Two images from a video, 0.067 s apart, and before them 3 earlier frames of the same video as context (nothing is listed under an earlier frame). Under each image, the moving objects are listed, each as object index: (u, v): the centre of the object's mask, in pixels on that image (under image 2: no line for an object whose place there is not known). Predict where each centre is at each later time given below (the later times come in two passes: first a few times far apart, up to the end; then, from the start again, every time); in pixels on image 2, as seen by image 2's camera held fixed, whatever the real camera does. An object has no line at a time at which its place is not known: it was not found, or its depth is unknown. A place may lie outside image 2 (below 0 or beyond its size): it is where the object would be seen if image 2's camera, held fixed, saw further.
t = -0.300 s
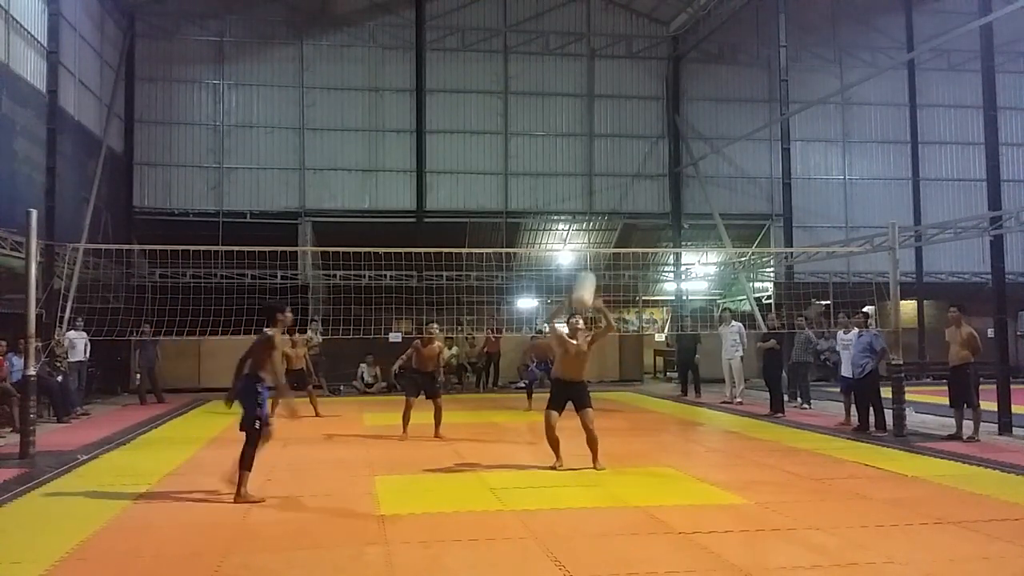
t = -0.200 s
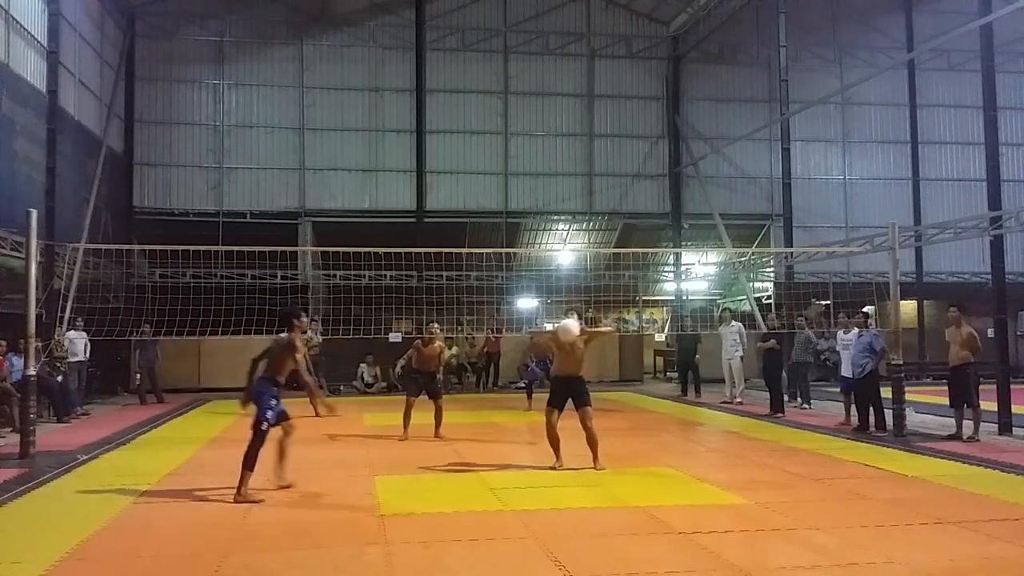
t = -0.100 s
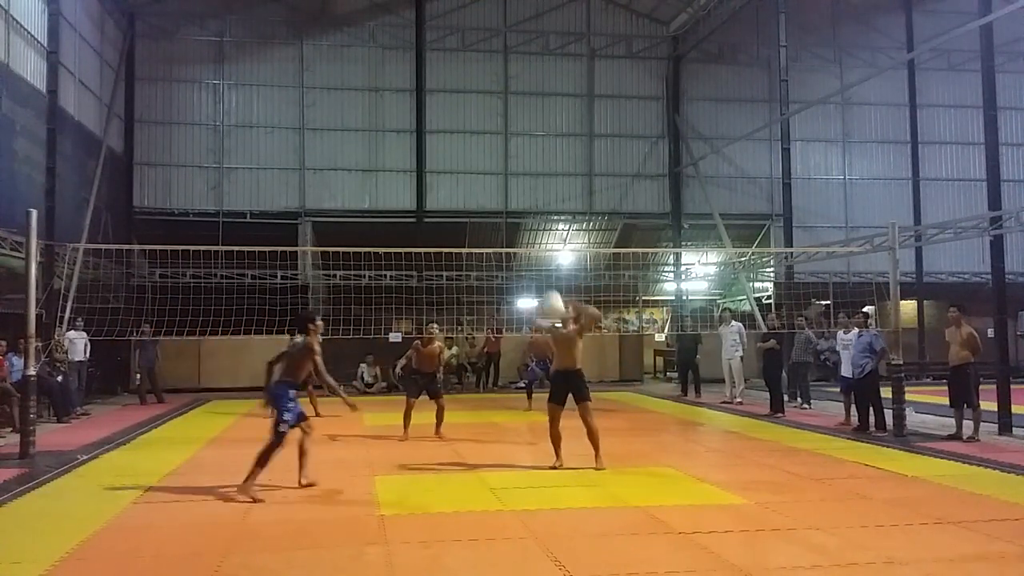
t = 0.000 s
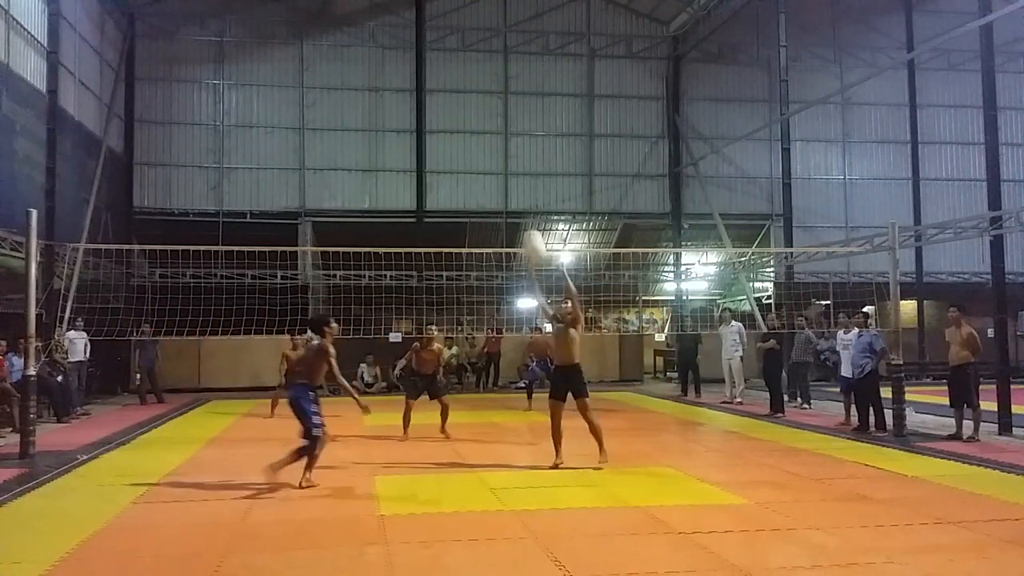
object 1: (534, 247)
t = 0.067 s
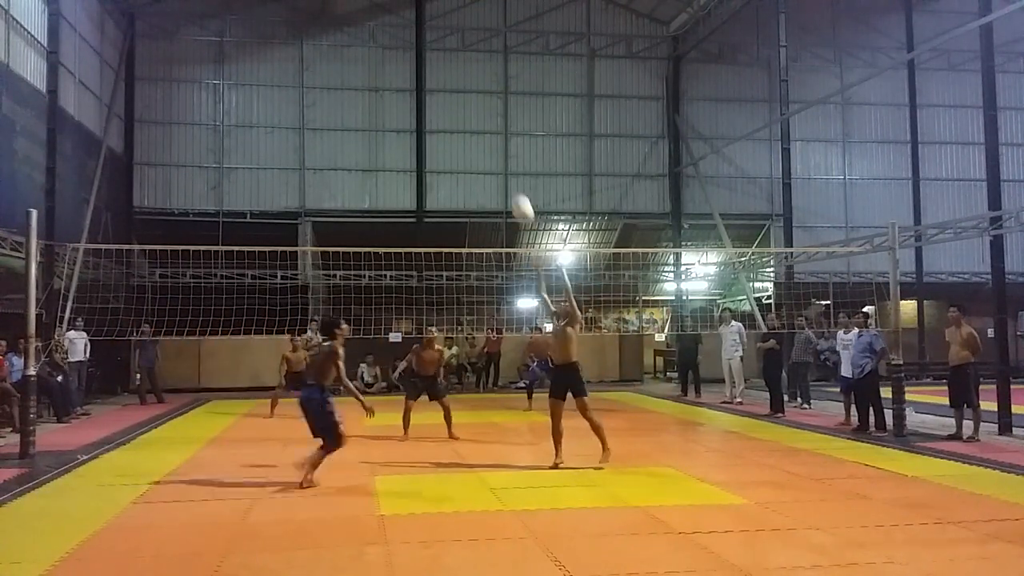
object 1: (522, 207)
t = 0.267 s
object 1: (485, 129)
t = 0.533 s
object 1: (441, 86)
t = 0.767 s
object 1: (405, 98)
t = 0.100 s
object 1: (516, 192)
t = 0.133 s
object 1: (510, 178)
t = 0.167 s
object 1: (504, 165)
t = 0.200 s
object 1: (498, 153)
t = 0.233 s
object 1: (491, 140)
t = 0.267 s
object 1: (485, 129)
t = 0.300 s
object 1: (480, 121)
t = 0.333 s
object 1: (474, 114)
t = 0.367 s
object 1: (468, 105)
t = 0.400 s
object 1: (463, 101)
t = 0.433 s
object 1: (457, 95)
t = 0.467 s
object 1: (452, 90)
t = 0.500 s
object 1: (447, 88)
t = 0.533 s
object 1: (441, 86)
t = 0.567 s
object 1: (435, 85)
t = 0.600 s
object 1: (430, 84)
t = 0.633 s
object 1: (425, 85)
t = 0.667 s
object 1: (419, 87)
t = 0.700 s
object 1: (414, 90)
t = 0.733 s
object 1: (410, 93)
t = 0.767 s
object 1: (405, 98)
